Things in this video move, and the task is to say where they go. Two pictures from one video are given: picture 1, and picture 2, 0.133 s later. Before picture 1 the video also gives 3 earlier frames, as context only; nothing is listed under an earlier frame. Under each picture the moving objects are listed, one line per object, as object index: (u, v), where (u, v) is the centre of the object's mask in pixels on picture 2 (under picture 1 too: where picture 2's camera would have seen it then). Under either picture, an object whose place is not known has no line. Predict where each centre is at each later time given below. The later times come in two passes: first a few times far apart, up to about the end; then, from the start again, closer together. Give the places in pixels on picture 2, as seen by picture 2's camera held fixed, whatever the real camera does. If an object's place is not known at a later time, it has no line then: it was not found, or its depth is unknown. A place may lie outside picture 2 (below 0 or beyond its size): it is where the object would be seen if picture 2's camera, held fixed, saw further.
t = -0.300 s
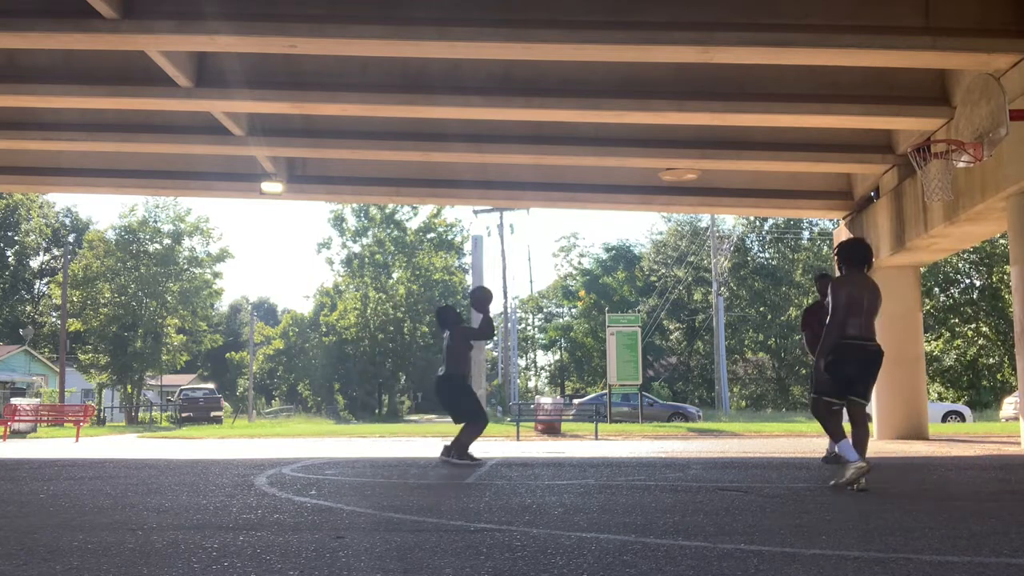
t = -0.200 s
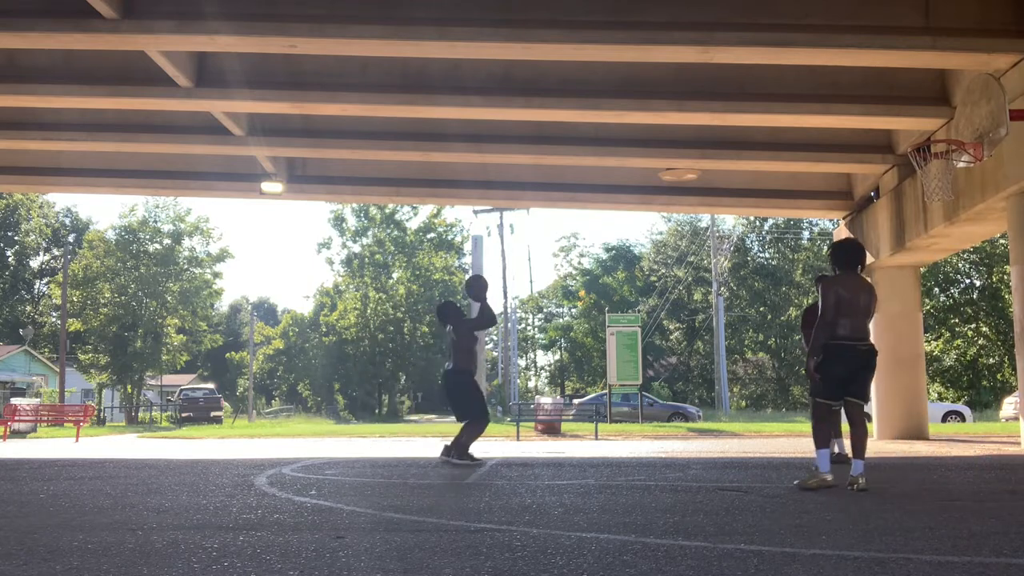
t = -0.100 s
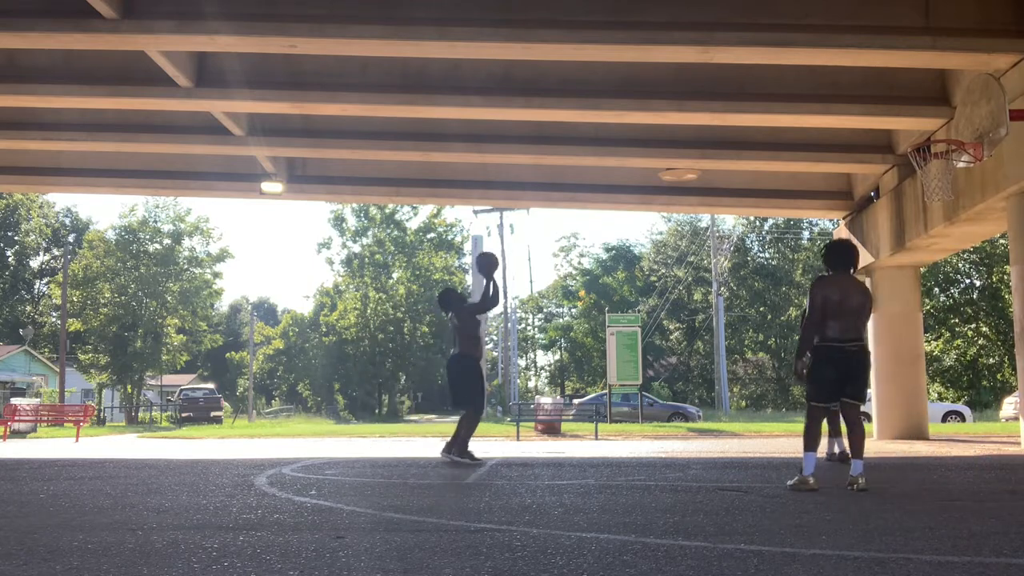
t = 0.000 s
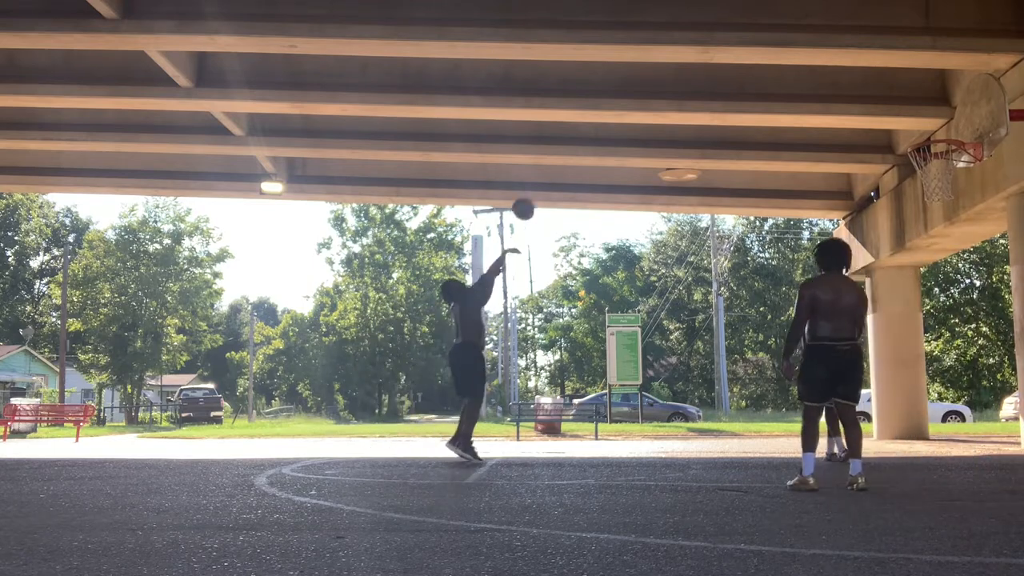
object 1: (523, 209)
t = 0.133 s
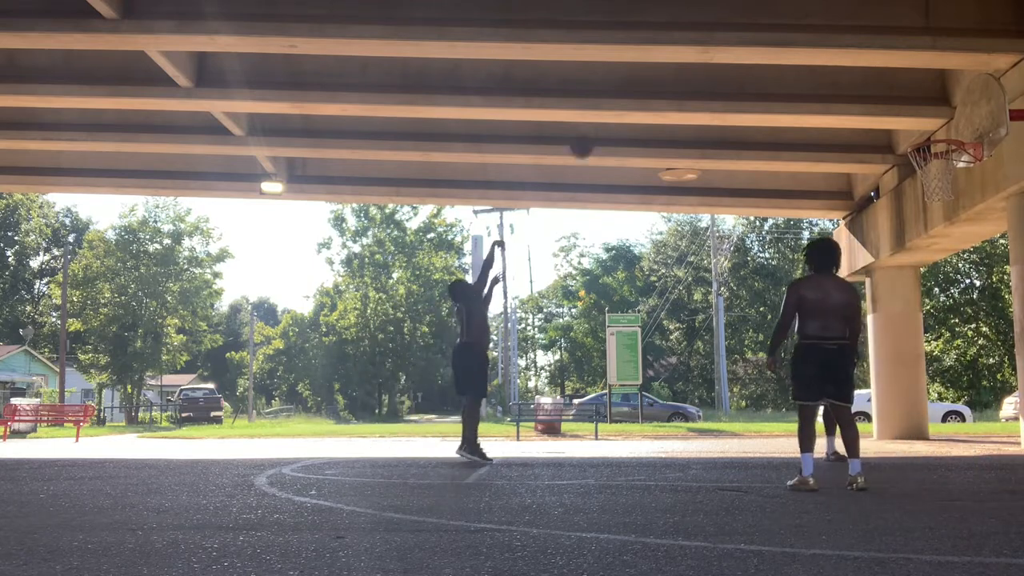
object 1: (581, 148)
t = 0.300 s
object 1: (655, 91)
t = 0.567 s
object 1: (770, 57)
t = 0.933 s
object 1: (937, 120)
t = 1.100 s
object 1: (947, 112)
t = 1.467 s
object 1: (897, 123)
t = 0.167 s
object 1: (596, 133)
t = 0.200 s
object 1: (610, 120)
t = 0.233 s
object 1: (624, 110)
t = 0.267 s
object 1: (638, 103)
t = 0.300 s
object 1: (655, 91)
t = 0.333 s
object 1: (669, 83)
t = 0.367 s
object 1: (683, 77)
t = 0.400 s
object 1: (697, 71)
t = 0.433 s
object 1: (712, 65)
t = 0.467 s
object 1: (727, 61)
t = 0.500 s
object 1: (741, 59)
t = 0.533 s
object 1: (756, 57)
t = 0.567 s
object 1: (770, 57)
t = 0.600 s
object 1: (785, 57)
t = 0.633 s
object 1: (800, 59)
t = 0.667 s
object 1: (815, 61)
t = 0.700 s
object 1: (830, 64)
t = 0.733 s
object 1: (845, 70)
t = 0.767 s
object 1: (861, 75)
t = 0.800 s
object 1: (876, 82)
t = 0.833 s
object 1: (892, 90)
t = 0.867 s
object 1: (908, 98)
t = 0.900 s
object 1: (922, 111)
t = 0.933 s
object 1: (937, 120)
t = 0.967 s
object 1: (954, 131)
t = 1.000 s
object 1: (962, 131)
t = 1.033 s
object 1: (957, 124)
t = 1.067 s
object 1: (951, 117)
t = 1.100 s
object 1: (947, 112)
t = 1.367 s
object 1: (910, 109)
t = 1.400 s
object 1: (905, 113)
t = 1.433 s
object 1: (901, 117)
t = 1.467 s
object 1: (897, 123)
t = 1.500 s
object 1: (893, 130)
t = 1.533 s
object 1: (888, 140)
